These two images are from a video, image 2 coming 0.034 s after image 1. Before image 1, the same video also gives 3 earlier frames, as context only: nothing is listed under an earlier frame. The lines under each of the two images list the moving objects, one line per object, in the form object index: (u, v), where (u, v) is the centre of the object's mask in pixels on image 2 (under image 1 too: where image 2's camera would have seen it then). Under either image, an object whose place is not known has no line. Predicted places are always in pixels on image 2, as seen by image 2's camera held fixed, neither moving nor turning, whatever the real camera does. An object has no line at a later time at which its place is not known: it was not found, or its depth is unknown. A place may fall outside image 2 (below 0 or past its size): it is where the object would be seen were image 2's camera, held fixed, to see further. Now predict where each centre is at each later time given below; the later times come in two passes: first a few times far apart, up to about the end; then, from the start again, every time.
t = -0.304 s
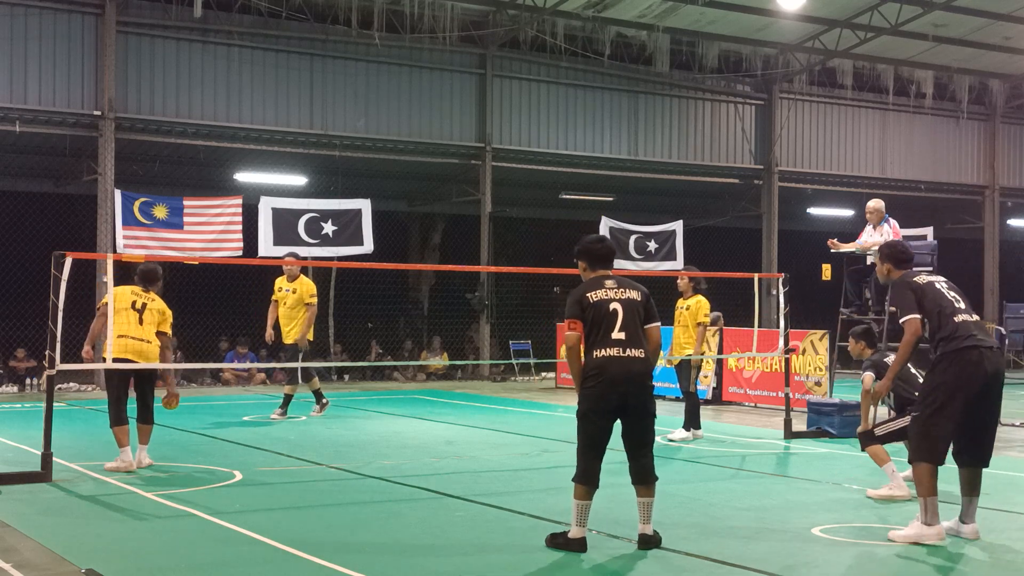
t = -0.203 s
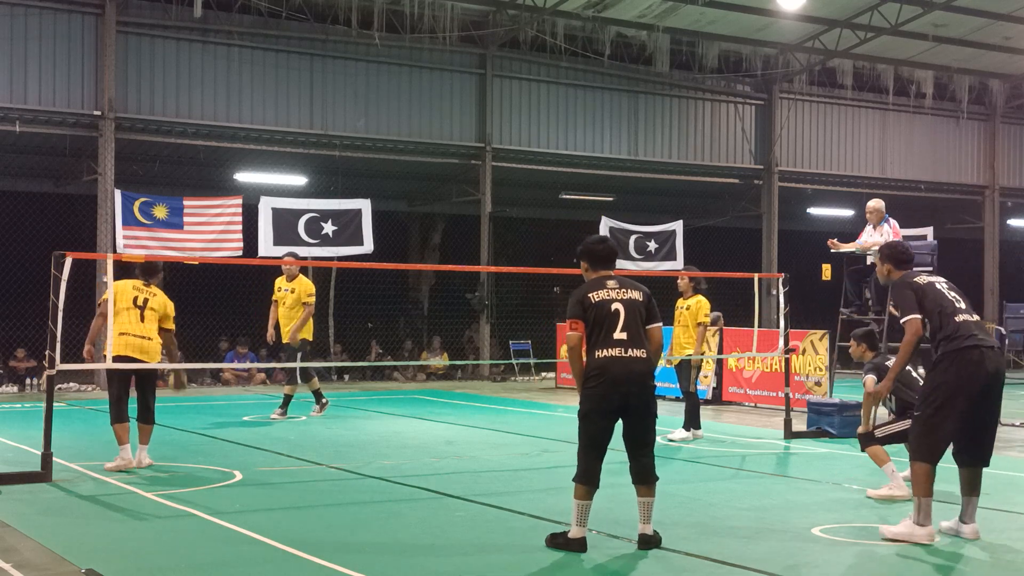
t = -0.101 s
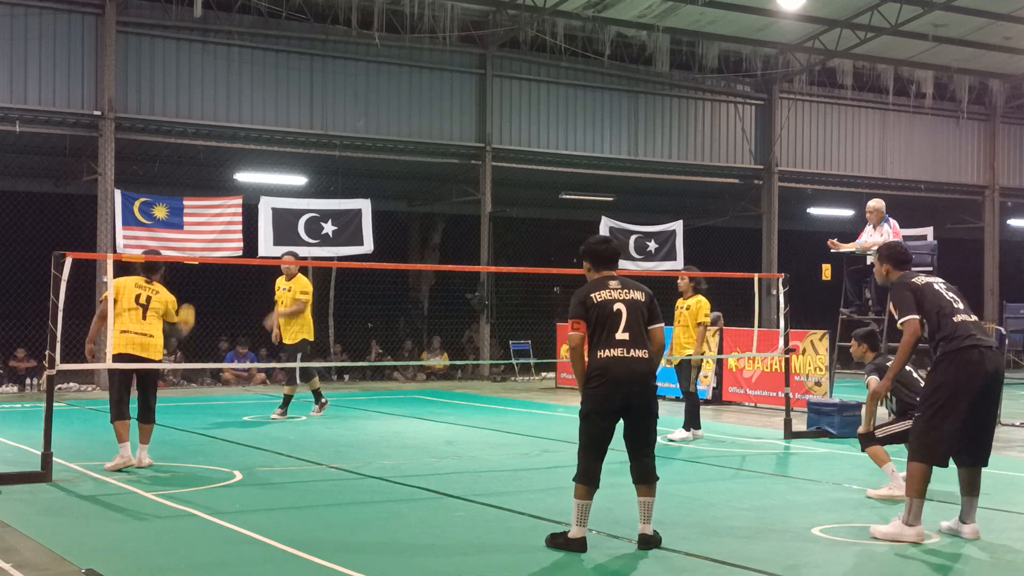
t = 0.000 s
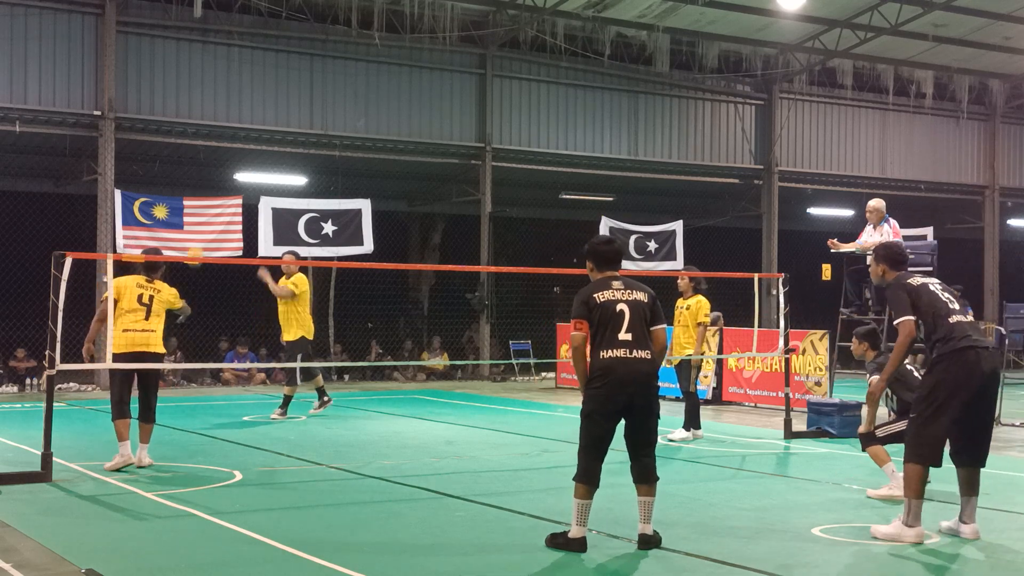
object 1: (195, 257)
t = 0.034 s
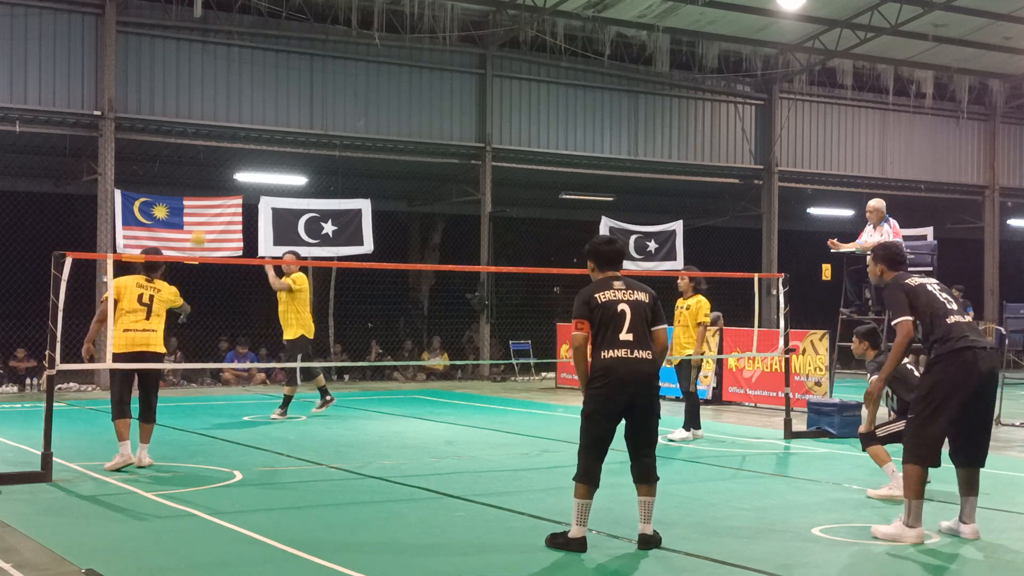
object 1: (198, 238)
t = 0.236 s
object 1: (214, 173)
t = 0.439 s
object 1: (227, 158)
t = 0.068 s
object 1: (201, 223)
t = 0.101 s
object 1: (203, 211)
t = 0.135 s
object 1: (206, 197)
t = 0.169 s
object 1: (209, 189)
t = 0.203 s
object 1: (211, 180)
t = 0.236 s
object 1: (214, 173)
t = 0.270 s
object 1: (216, 167)
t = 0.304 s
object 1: (218, 163)
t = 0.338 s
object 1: (221, 160)
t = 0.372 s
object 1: (223, 158)
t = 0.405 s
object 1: (225, 158)
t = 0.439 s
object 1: (227, 158)
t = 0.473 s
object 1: (229, 160)
